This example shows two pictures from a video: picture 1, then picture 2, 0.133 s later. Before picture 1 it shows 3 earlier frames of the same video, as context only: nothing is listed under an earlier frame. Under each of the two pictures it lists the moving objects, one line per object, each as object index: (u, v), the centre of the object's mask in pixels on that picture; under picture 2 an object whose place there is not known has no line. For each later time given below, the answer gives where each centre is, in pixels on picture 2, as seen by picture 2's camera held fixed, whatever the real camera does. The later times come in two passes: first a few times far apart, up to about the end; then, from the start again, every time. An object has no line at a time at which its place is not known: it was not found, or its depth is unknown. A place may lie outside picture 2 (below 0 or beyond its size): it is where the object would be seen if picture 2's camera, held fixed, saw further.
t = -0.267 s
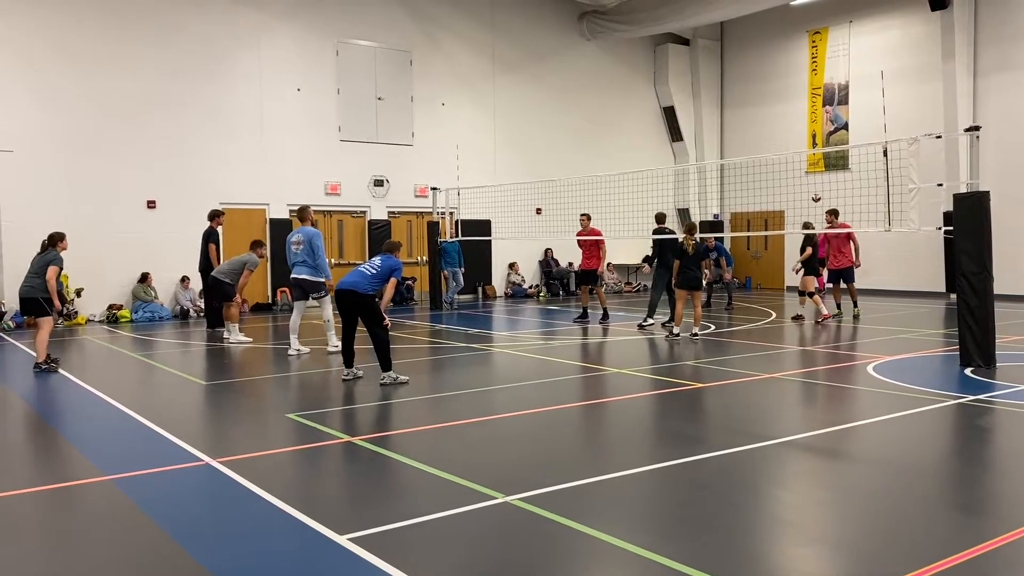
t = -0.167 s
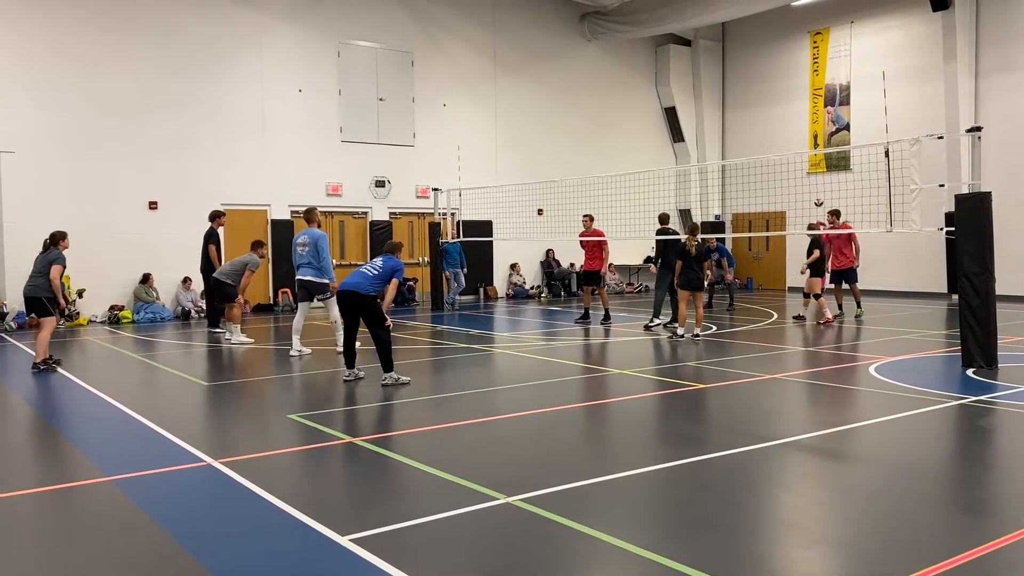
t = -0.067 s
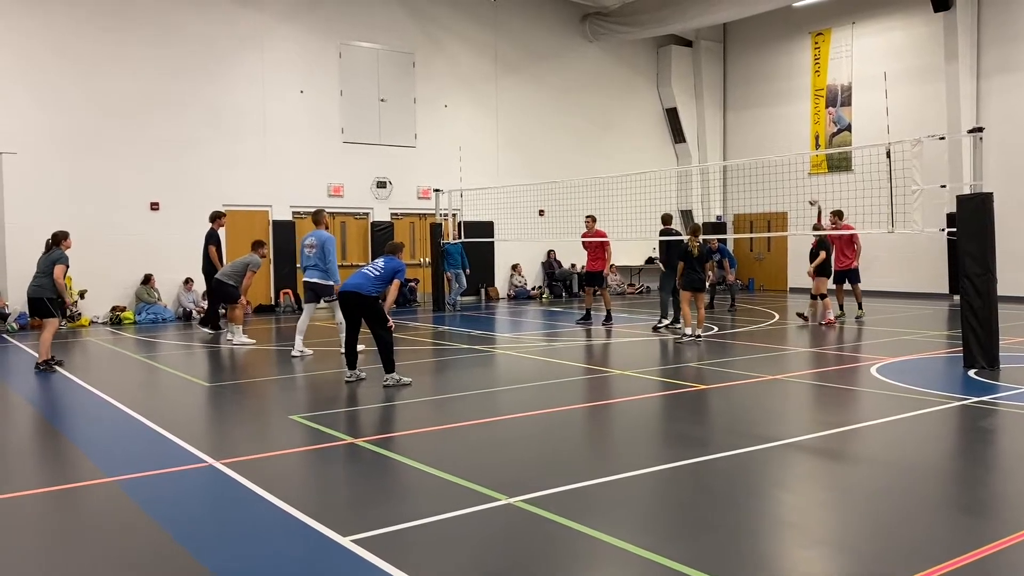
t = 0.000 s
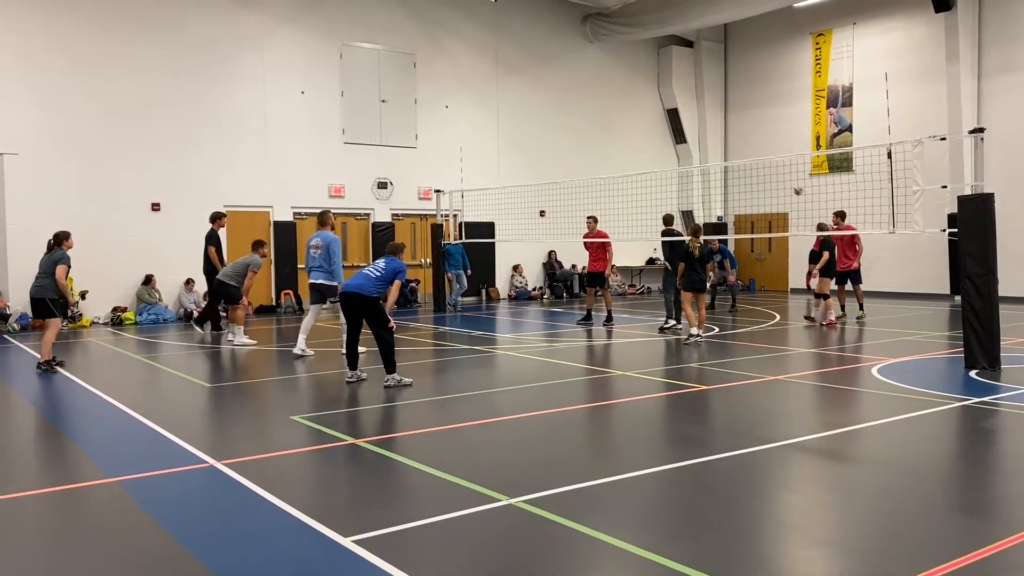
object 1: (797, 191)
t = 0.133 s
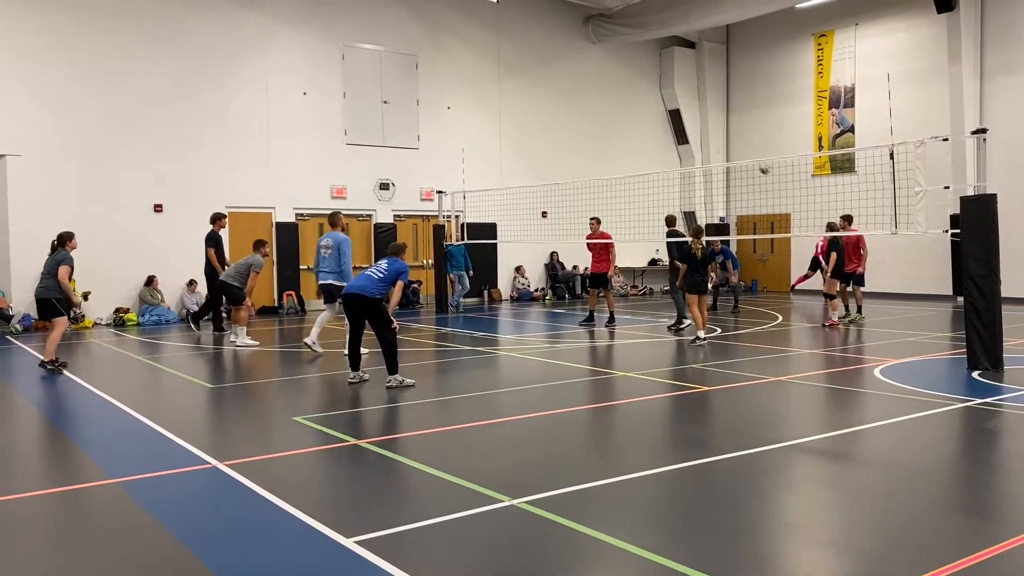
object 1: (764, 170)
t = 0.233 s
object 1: (735, 157)
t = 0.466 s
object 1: (651, 146)
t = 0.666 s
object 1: (562, 169)
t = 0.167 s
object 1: (755, 166)
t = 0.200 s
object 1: (744, 159)
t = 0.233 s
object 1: (735, 157)
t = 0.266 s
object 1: (724, 153)
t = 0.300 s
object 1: (712, 150)
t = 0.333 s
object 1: (702, 148)
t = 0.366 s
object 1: (690, 146)
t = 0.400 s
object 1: (677, 145)
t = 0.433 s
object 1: (664, 145)
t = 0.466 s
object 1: (651, 146)
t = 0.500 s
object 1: (637, 148)
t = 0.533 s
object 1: (623, 150)
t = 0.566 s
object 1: (609, 153)
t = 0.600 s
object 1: (594, 157)
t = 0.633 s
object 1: (578, 164)
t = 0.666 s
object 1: (562, 169)
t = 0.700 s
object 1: (545, 176)
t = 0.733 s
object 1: (526, 185)
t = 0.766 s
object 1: (507, 194)
